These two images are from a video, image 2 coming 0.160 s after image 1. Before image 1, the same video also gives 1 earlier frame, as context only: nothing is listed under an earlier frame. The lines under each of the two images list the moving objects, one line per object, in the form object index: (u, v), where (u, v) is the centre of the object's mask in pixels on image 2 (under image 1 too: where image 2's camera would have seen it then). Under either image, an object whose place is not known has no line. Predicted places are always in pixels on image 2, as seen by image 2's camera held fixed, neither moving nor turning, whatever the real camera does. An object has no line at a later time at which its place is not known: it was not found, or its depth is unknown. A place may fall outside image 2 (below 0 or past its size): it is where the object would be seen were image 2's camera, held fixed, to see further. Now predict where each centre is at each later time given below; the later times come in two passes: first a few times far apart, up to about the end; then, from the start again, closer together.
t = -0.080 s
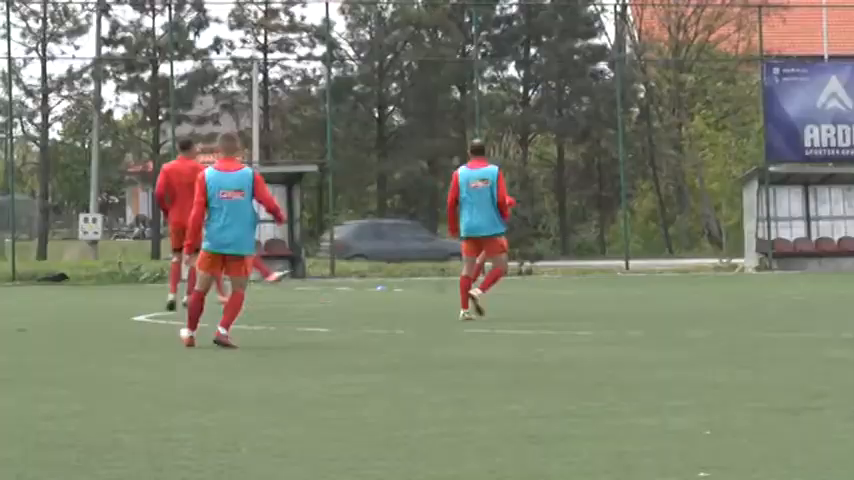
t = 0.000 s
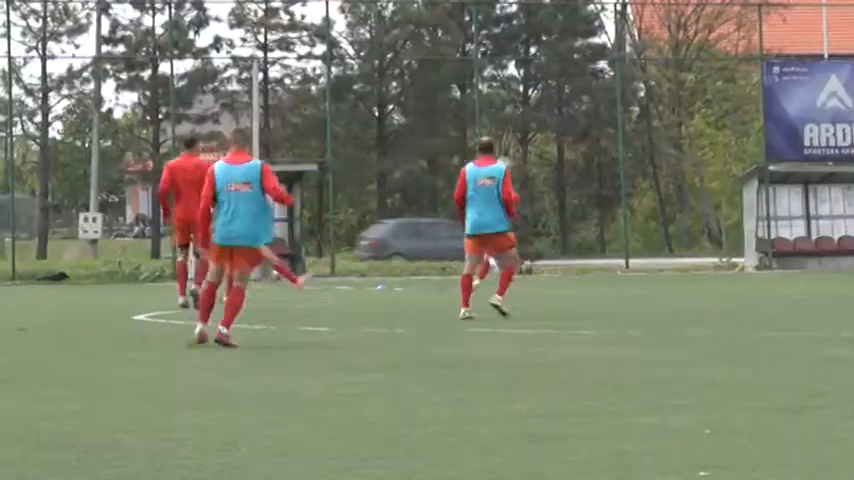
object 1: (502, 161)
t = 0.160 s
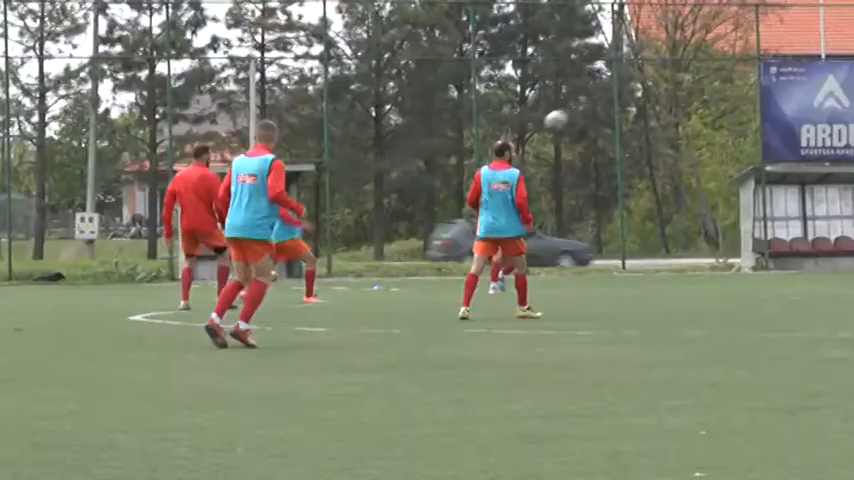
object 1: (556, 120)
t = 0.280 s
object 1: (611, 96)
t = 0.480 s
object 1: (724, 87)
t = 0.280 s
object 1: (611, 96)
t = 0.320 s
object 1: (632, 91)
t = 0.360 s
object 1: (652, 88)
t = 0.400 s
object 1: (676, 85)
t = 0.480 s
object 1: (724, 87)
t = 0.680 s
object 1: (890, 119)
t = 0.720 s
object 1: (930, 133)
